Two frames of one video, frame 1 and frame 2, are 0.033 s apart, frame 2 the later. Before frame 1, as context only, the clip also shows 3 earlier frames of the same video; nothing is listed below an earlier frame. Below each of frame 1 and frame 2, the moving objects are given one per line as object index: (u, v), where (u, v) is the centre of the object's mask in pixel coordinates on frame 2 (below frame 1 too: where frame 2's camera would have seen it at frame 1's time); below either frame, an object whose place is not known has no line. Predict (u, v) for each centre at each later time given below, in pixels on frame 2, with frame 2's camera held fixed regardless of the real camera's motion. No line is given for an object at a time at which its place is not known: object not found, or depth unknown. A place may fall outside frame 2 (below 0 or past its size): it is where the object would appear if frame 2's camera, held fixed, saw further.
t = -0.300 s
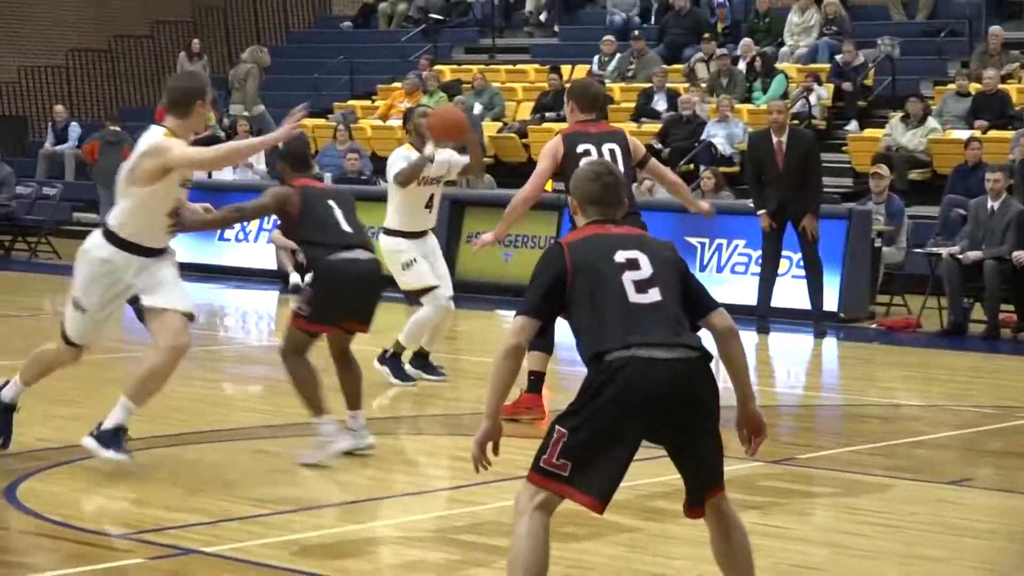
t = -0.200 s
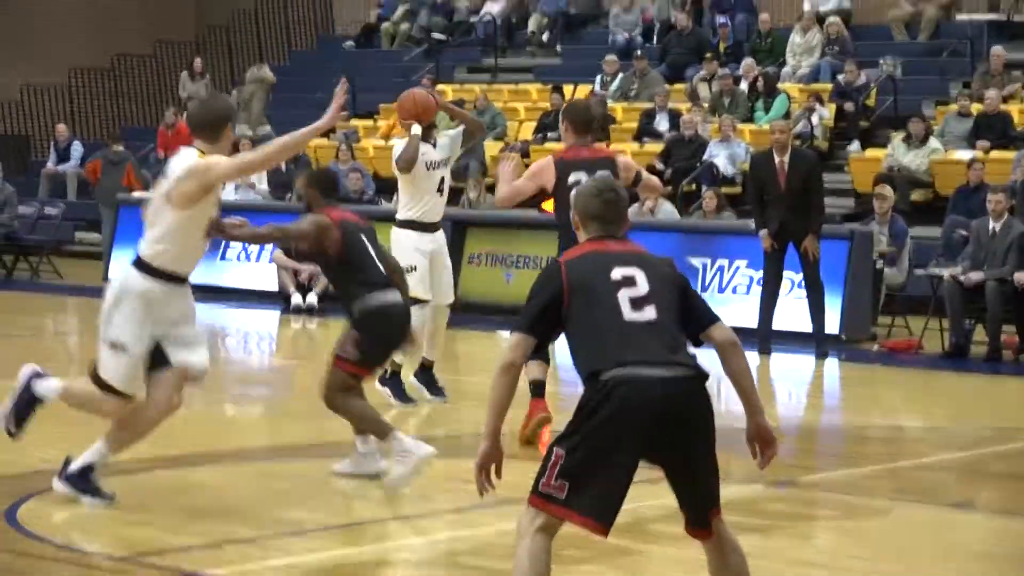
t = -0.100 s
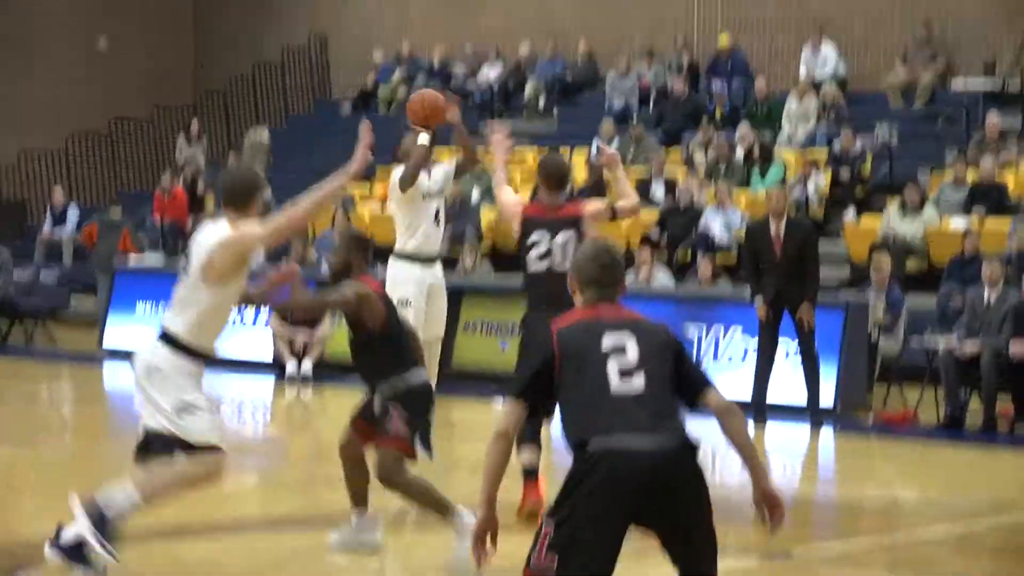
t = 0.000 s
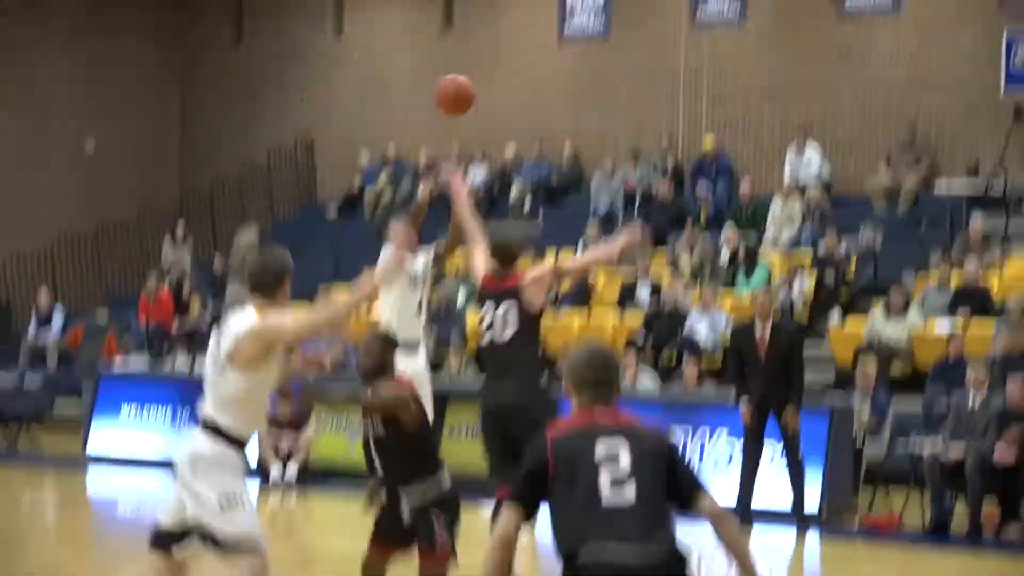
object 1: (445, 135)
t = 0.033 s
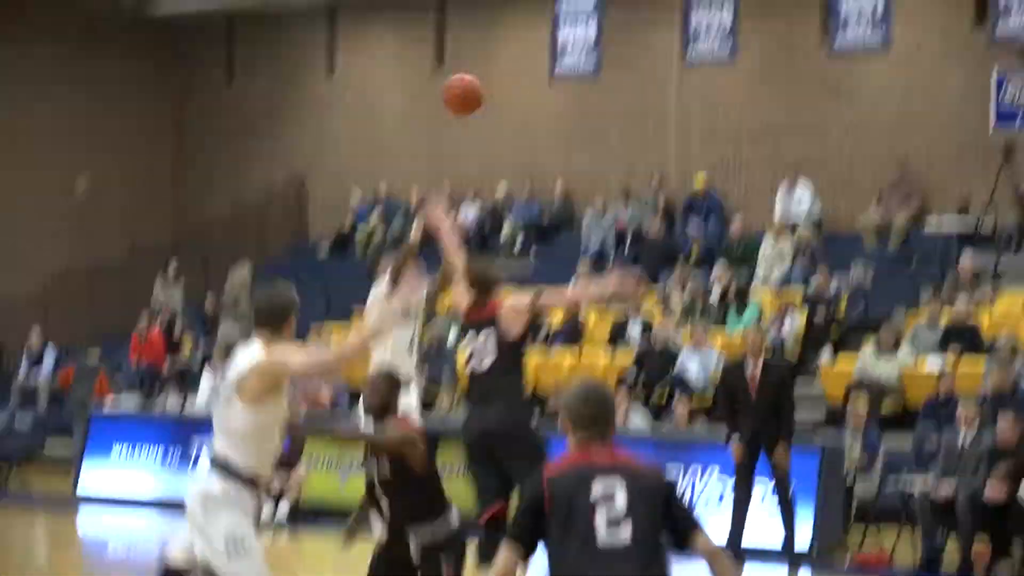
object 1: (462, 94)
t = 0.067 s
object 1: (480, 56)
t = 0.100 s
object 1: (499, 17)
